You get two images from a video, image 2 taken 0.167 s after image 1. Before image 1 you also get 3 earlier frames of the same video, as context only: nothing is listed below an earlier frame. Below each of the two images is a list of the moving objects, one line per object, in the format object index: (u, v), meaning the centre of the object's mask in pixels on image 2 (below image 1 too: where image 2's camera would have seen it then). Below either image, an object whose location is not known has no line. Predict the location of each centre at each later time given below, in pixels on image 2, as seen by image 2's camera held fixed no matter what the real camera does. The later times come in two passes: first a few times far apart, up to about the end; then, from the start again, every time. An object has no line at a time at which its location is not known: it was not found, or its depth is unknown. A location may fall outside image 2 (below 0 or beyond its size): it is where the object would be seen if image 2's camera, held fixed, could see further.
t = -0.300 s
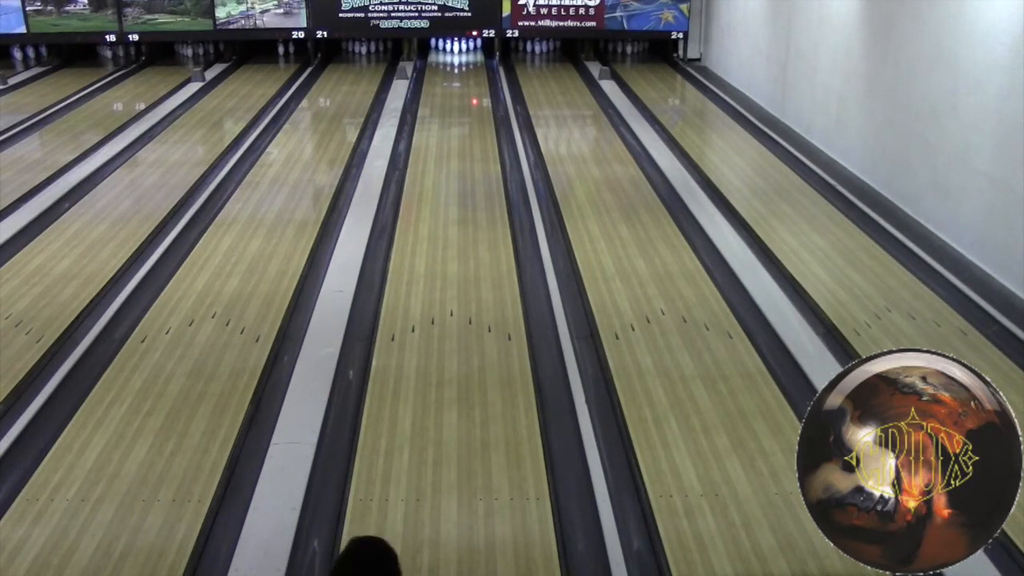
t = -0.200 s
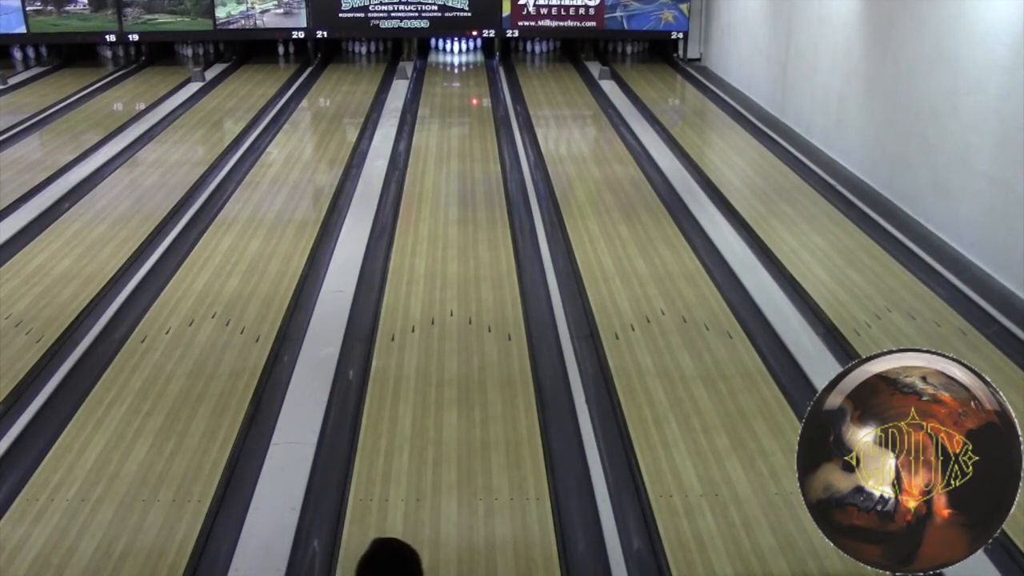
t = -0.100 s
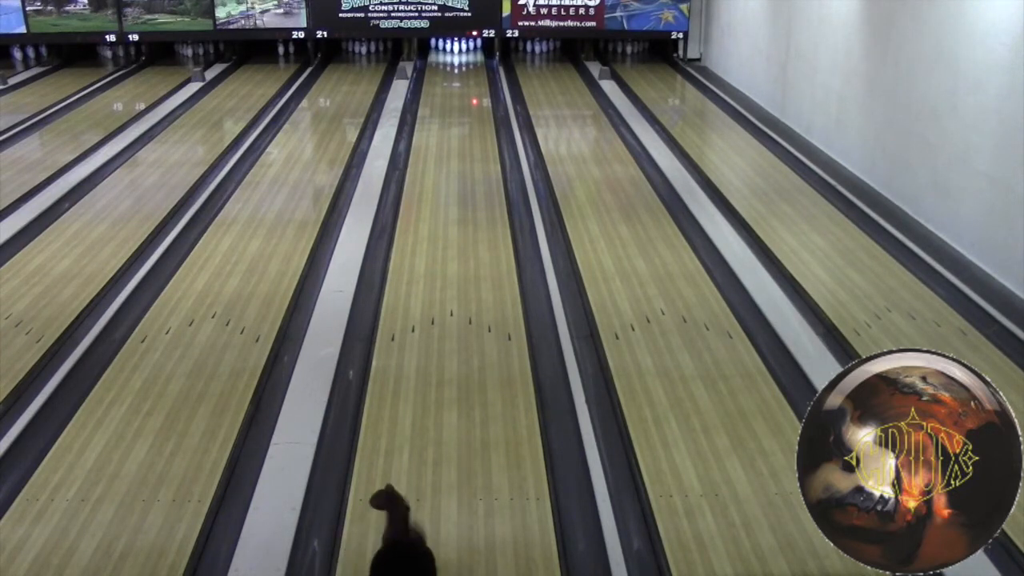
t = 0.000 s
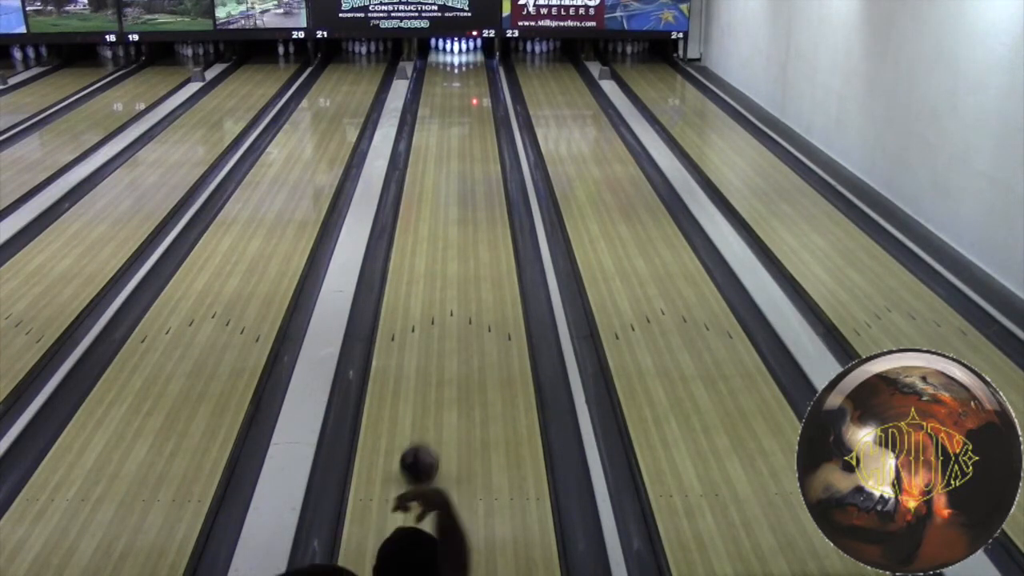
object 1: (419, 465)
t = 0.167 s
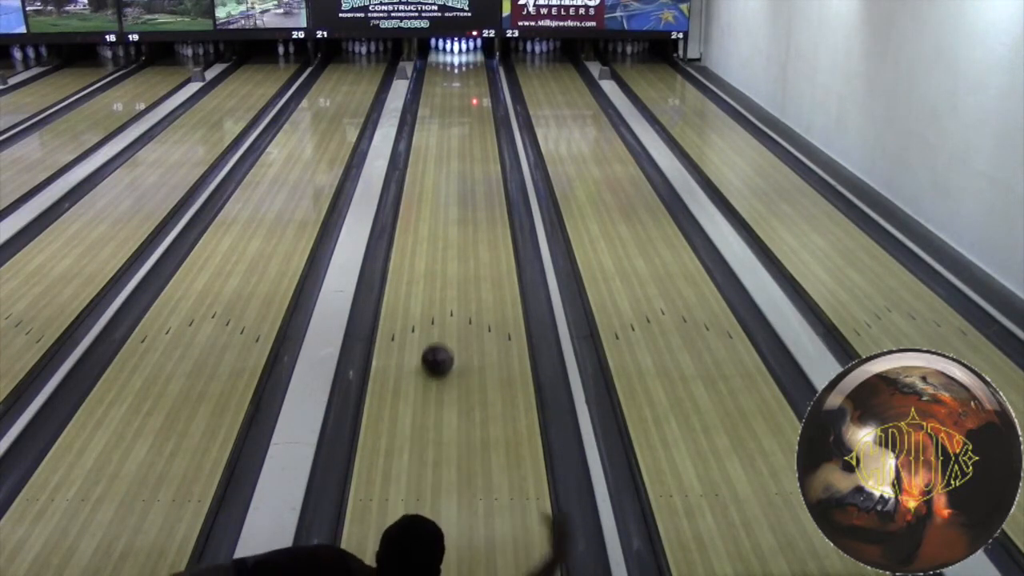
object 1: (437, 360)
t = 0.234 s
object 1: (443, 328)
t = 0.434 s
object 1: (455, 254)
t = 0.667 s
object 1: (465, 195)
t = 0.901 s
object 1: (471, 152)
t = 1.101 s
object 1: (475, 125)
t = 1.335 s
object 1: (477, 99)
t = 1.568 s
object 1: (476, 80)
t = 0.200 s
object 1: (440, 344)
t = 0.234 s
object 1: (443, 328)
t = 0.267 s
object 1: (445, 314)
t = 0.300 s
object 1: (448, 300)
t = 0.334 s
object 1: (450, 288)
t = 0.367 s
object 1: (452, 276)
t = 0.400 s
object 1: (454, 265)
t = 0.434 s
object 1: (455, 254)
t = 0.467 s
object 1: (457, 245)
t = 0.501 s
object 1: (459, 235)
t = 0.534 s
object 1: (460, 226)
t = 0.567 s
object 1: (462, 218)
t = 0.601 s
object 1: (463, 210)
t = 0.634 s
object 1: (464, 202)
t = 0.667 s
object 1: (465, 195)
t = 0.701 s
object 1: (466, 188)
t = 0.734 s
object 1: (467, 181)
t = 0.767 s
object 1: (468, 175)
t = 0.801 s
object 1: (469, 169)
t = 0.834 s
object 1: (470, 163)
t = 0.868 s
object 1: (471, 157)
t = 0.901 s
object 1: (471, 152)
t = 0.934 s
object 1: (472, 147)
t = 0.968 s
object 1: (473, 143)
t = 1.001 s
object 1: (473, 138)
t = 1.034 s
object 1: (474, 133)
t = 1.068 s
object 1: (475, 129)
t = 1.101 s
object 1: (475, 125)
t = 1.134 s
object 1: (475, 120)
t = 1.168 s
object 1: (476, 116)
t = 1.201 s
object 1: (477, 112)
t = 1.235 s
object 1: (477, 108)
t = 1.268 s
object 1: (477, 105)
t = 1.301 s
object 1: (477, 102)
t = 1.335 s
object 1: (477, 99)
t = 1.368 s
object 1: (477, 96)
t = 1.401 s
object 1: (477, 93)
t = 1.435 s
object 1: (477, 90)
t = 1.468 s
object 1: (477, 87)
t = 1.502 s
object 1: (476, 85)
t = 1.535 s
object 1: (476, 82)
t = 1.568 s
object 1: (476, 80)
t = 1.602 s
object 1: (475, 77)
